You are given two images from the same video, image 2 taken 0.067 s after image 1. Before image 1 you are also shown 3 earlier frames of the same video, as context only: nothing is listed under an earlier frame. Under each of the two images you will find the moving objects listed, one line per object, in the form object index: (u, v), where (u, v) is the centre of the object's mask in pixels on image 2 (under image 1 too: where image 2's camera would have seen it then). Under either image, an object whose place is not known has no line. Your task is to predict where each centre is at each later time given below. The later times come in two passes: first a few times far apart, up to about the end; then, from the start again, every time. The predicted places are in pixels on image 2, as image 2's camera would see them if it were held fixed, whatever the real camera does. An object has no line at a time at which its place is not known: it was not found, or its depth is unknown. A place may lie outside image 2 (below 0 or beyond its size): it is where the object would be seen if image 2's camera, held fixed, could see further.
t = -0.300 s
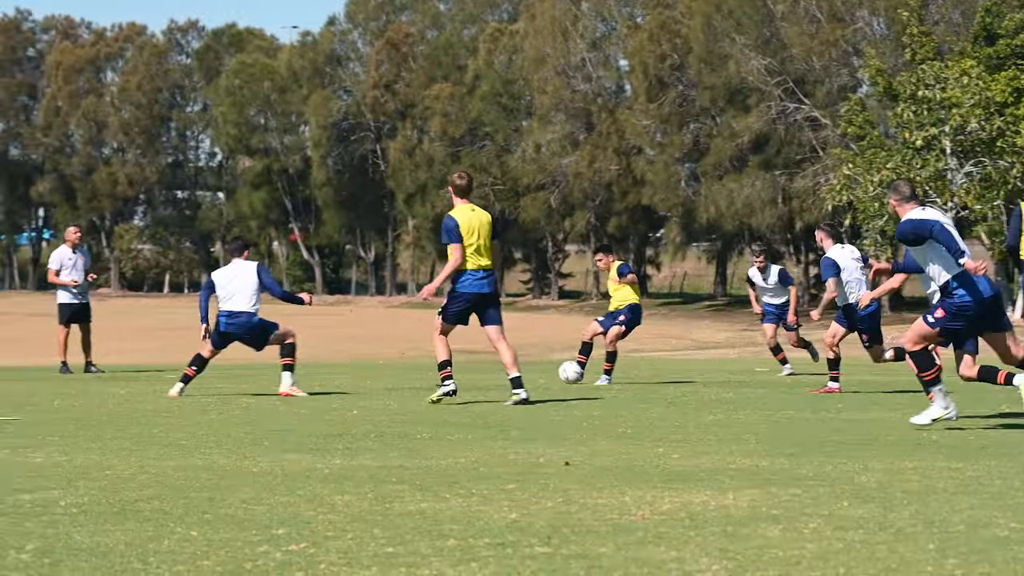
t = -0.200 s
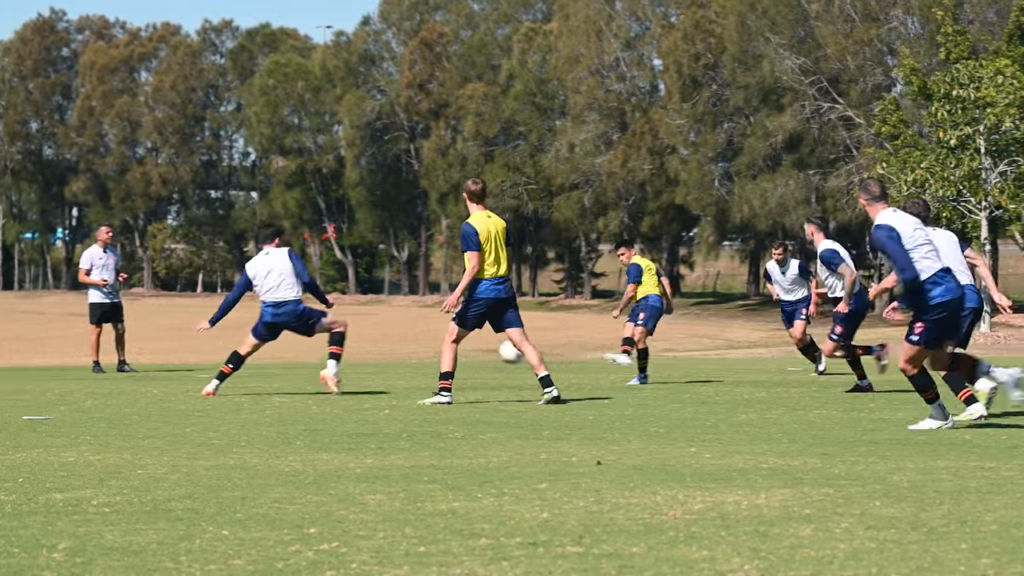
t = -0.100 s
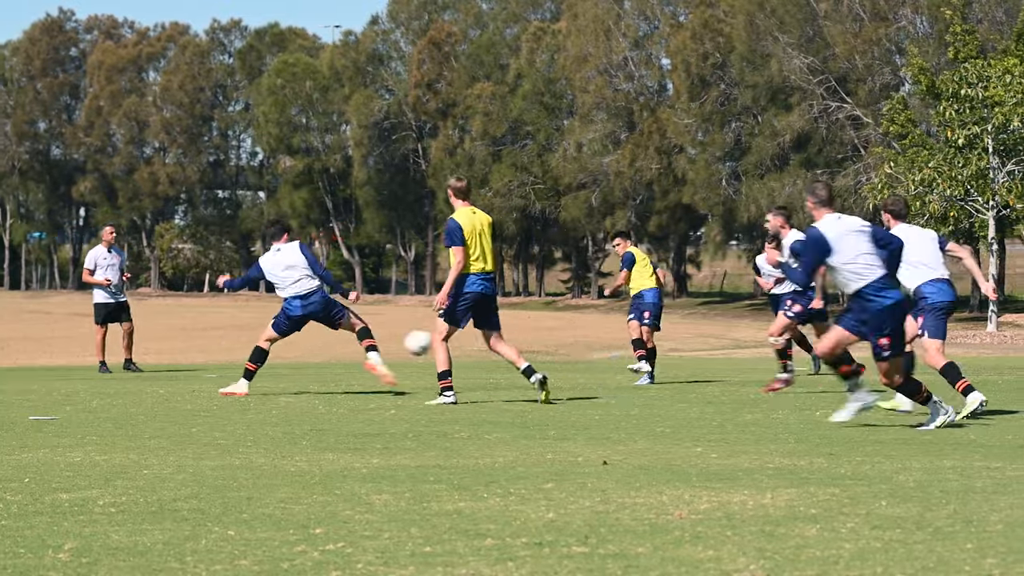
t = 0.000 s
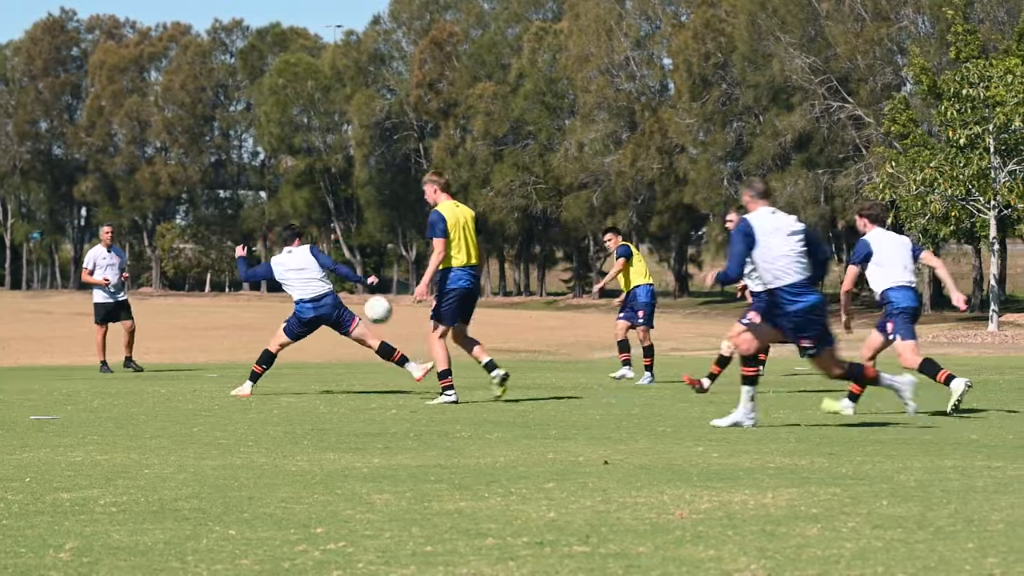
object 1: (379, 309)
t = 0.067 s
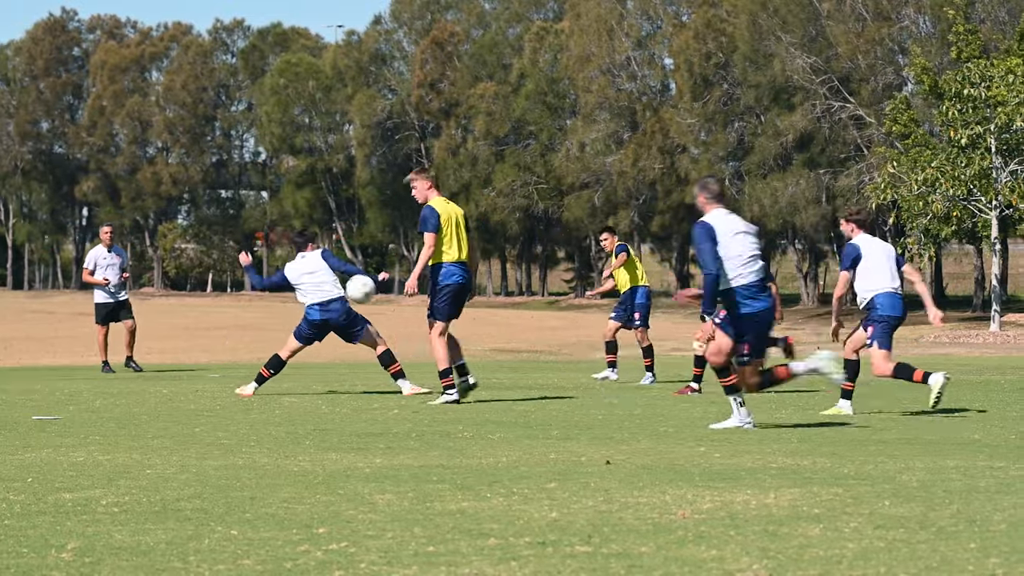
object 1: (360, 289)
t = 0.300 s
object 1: (253, 269)
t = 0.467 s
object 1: (122, 324)
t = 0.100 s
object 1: (348, 279)
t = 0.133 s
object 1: (338, 274)
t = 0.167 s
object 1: (322, 269)
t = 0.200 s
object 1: (307, 266)
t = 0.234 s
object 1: (292, 265)
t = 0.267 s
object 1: (272, 267)
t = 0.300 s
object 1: (253, 269)
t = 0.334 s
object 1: (229, 273)
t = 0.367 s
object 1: (206, 280)
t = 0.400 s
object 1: (180, 291)
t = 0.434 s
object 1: (152, 305)
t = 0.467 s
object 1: (122, 324)
